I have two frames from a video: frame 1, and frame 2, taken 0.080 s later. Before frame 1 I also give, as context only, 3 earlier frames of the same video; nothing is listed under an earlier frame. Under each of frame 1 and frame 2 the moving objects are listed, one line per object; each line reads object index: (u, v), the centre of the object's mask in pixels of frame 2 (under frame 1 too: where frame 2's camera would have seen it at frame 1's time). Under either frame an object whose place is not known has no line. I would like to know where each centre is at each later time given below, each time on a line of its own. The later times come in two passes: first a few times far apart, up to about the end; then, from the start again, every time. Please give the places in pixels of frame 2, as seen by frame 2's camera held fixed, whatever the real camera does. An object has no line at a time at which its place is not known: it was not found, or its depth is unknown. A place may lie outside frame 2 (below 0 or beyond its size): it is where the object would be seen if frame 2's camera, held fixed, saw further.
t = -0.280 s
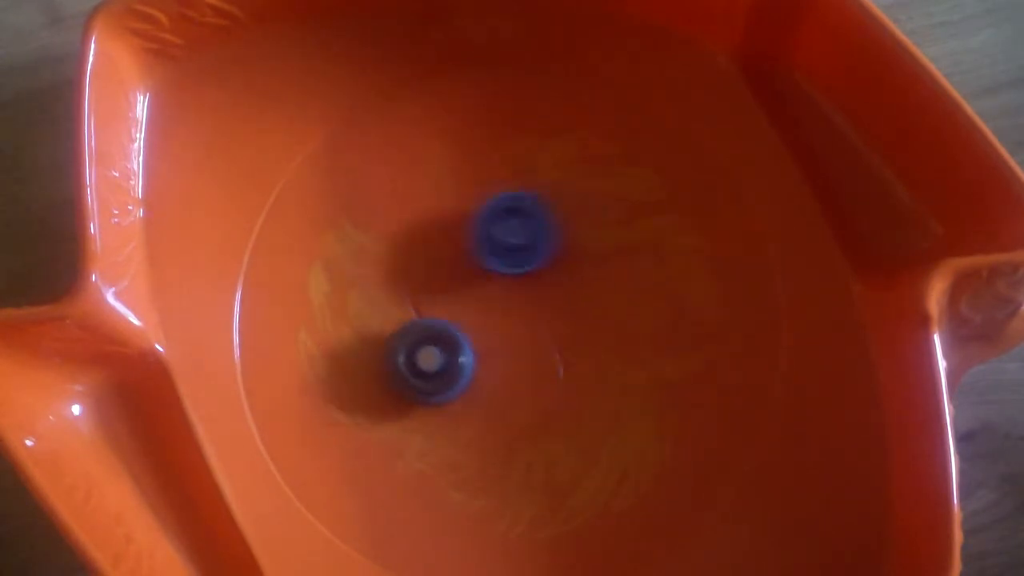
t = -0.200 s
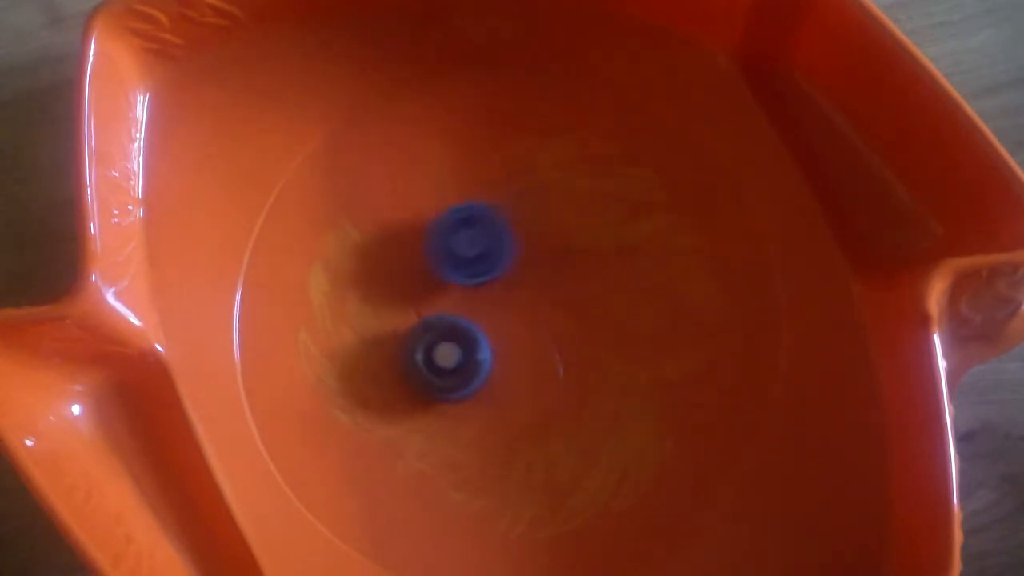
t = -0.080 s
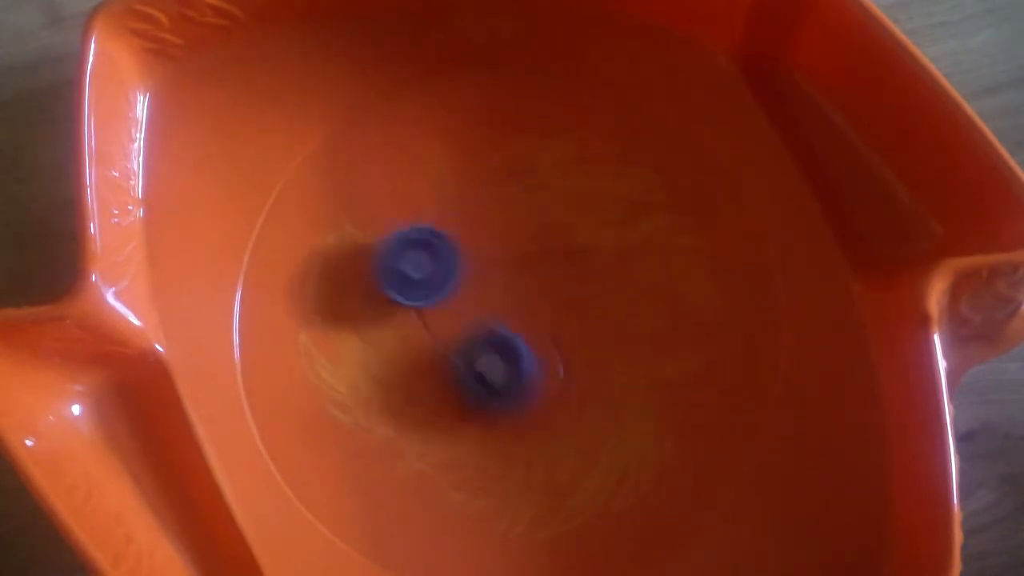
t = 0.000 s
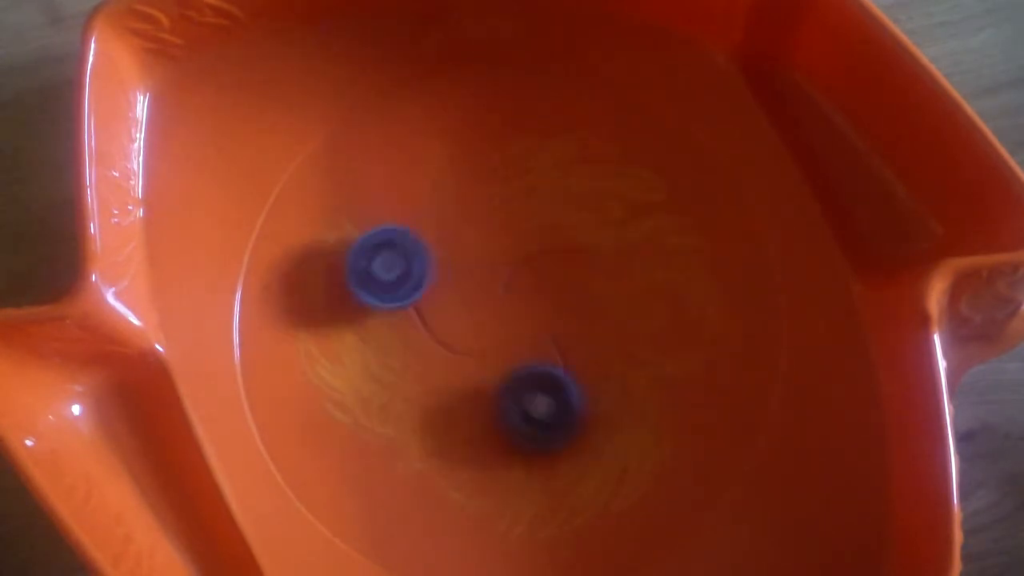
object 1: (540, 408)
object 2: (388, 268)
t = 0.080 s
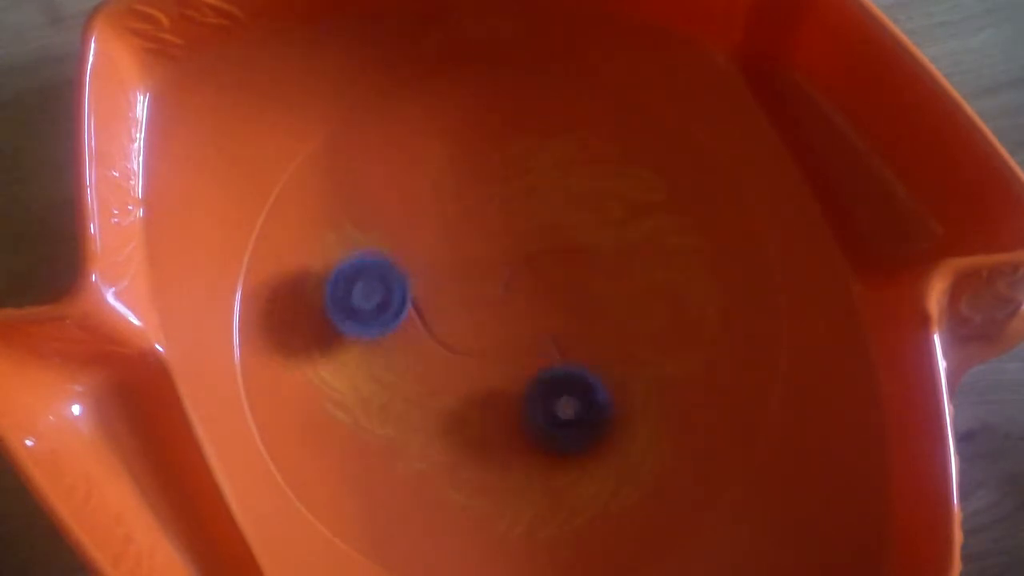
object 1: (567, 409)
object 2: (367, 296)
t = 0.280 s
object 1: (612, 359)
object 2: (395, 371)
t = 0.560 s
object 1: (614, 273)
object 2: (508, 344)
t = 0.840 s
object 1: (576, 187)
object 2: (493, 267)
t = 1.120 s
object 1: (513, 155)
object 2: (428, 298)
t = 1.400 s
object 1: (475, 151)
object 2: (462, 423)
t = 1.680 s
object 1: (446, 252)
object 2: (572, 404)
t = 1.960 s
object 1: (501, 358)
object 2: (564, 291)
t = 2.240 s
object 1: (573, 407)
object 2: (467, 242)
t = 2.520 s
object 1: (621, 384)
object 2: (412, 309)
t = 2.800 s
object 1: (717, 329)
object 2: (405, 347)
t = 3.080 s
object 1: (795, 251)
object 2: (330, 387)
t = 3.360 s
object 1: (685, 197)
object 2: (431, 389)
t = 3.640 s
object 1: (564, 204)
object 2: (498, 294)
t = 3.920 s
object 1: (529, 128)
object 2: (461, 308)
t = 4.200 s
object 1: (423, 162)
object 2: (475, 283)
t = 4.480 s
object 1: (360, 244)
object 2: (463, 265)
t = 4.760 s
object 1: (371, 339)
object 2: (479, 291)
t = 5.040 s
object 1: (437, 410)
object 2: (523, 293)
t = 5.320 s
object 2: (544, 278)
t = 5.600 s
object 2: (526, 293)
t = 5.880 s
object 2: (456, 288)
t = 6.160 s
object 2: (423, 321)
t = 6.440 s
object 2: (413, 304)
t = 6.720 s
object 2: (413, 298)
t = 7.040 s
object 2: (408, 382)
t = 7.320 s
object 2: (497, 376)
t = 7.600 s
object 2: (573, 377)
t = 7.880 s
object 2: (578, 287)
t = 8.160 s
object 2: (561, 275)
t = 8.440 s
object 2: (524, 306)
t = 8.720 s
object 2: (547, 362)
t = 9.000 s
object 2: (606, 350)
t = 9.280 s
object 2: (583, 308)
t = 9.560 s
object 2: (571, 258)
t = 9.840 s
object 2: (525, 209)
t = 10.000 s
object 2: (483, 218)
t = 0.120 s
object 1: (579, 401)
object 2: (364, 314)
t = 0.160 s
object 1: (589, 392)
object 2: (365, 331)
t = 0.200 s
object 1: (597, 382)
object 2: (370, 346)
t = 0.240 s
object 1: (605, 372)
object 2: (381, 361)
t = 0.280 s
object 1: (612, 359)
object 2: (395, 371)
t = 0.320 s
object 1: (618, 347)
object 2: (412, 378)
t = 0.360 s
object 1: (622, 335)
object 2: (429, 381)
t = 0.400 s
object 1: (624, 322)
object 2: (447, 379)
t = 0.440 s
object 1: (624, 310)
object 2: (463, 375)
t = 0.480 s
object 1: (622, 298)
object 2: (479, 367)
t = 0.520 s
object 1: (619, 285)
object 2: (495, 356)
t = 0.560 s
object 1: (614, 273)
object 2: (508, 344)
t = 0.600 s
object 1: (607, 263)
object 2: (518, 328)
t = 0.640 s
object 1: (598, 254)
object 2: (524, 312)
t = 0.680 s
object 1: (595, 238)
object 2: (521, 299)
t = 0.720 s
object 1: (601, 218)
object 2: (513, 291)
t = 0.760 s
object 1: (597, 206)
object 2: (506, 281)
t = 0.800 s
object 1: (587, 196)
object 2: (501, 272)
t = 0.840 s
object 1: (576, 187)
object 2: (493, 267)
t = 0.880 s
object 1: (564, 181)
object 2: (486, 263)
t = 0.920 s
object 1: (550, 179)
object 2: (479, 262)
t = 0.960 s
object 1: (538, 179)
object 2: (473, 261)
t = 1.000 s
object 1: (523, 180)
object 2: (467, 259)
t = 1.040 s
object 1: (512, 183)
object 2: (461, 260)
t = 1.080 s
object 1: (505, 179)
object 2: (447, 271)
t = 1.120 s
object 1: (513, 155)
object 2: (428, 298)
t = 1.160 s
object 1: (515, 141)
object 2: (419, 320)
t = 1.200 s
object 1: (513, 134)
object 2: (418, 339)
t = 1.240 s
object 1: (506, 133)
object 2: (420, 360)
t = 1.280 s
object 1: (498, 135)
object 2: (425, 380)
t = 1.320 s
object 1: (491, 139)
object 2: (434, 398)
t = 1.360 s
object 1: (484, 144)
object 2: (447, 413)
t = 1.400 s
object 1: (475, 151)
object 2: (462, 423)
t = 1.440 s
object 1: (467, 161)
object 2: (478, 428)
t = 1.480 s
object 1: (460, 173)
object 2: (494, 431)
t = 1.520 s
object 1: (452, 186)
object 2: (512, 433)
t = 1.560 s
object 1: (447, 202)
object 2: (529, 432)
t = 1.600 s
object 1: (444, 218)
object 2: (546, 427)
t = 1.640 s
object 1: (444, 235)
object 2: (561, 418)
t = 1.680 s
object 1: (446, 252)
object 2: (572, 404)
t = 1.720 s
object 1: (449, 268)
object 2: (581, 388)
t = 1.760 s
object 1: (454, 283)
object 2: (584, 370)
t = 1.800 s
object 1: (461, 299)
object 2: (584, 352)
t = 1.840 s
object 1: (470, 314)
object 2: (582, 334)
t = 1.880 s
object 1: (480, 328)
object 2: (577, 317)
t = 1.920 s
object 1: (491, 342)
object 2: (572, 303)
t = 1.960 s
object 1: (501, 358)
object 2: (564, 291)
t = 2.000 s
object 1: (514, 370)
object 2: (555, 280)
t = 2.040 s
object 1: (524, 380)
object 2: (544, 269)
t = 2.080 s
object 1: (535, 390)
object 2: (531, 260)
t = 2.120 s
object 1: (546, 399)
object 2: (519, 252)
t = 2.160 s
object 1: (555, 405)
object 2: (503, 248)
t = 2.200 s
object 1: (563, 406)
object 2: (485, 243)
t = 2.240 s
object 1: (573, 407)
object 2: (467, 242)
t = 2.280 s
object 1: (584, 409)
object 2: (451, 243)
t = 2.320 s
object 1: (592, 410)
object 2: (437, 248)
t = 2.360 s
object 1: (600, 408)
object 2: (424, 258)
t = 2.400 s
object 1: (609, 405)
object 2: (415, 268)
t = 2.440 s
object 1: (615, 400)
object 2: (409, 281)
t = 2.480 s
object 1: (619, 393)
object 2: (407, 293)
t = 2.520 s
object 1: (621, 384)
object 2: (412, 309)
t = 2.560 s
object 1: (619, 376)
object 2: (422, 325)
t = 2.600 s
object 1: (614, 366)
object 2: (440, 338)
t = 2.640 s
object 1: (607, 358)
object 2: (458, 350)
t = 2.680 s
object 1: (600, 350)
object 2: (478, 356)
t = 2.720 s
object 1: (590, 343)
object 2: (494, 355)
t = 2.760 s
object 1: (647, 335)
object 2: (455, 353)
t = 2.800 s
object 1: (717, 329)
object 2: (405, 347)
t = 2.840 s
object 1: (776, 319)
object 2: (370, 342)
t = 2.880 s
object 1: (801, 310)
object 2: (342, 341)
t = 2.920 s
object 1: (814, 301)
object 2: (327, 344)
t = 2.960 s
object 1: (815, 290)
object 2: (321, 353)
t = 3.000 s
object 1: (812, 279)
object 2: (321, 365)
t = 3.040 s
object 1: (805, 266)
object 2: (324, 376)
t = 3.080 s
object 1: (795, 251)
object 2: (330, 387)
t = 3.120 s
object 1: (785, 237)
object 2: (339, 397)
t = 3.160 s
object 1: (773, 225)
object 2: (351, 404)
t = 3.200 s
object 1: (756, 214)
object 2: (366, 407)
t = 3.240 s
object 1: (737, 207)
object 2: (380, 407)
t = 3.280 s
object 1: (721, 202)
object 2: (397, 403)
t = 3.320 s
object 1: (704, 199)
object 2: (414, 398)
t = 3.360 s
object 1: (685, 197)
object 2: (431, 389)
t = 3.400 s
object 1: (667, 196)
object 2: (446, 378)
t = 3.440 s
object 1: (649, 196)
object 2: (460, 364)
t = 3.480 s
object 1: (629, 199)
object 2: (473, 350)
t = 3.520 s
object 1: (610, 202)
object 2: (484, 337)
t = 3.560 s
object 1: (591, 206)
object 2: (495, 320)
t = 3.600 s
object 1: (571, 213)
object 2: (504, 301)
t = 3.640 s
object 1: (564, 204)
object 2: (498, 294)
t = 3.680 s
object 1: (578, 173)
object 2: (478, 301)
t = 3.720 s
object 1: (584, 152)
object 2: (465, 304)
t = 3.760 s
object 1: (583, 139)
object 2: (459, 305)
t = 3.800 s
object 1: (576, 131)
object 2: (456, 306)
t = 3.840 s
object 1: (562, 129)
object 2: (457, 308)
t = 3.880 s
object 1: (545, 128)
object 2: (459, 308)
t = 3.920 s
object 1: (529, 128)
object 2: (461, 308)
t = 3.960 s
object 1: (513, 129)
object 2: (465, 307)
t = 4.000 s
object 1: (497, 132)
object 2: (470, 305)
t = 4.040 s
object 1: (482, 135)
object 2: (472, 301)
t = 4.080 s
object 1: (467, 140)
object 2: (474, 297)
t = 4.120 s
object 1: (452, 146)
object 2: (476, 292)
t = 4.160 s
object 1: (438, 153)
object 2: (475, 287)
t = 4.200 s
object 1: (423, 162)
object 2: (475, 283)
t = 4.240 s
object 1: (410, 173)
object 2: (474, 278)
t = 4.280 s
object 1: (400, 183)
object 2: (474, 274)
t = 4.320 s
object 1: (388, 194)
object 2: (471, 271)
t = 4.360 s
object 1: (379, 206)
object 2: (469, 267)
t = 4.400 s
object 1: (371, 218)
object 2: (467, 265)
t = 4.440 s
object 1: (365, 231)
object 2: (465, 264)
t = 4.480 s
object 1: (360, 244)
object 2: (463, 265)
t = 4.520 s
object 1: (357, 259)
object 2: (461, 267)
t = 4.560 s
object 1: (356, 272)
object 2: (460, 271)
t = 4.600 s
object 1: (356, 286)
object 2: (461, 275)
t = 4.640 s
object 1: (358, 299)
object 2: (463, 280)
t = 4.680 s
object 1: (361, 312)
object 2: (468, 284)
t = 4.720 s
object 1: (366, 326)
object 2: (473, 288)
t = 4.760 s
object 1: (371, 339)
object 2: (479, 291)
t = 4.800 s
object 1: (378, 351)
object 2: (485, 293)
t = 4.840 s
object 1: (386, 363)
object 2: (491, 295)
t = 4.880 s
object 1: (395, 374)
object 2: (498, 296)
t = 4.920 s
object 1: (404, 385)
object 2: (506, 296)
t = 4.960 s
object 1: (414, 394)
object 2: (512, 296)
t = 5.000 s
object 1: (425, 403)
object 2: (518, 294)
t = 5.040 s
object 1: (437, 410)
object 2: (523, 293)
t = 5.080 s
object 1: (448, 416)
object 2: (528, 291)
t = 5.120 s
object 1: (461, 421)
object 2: (532, 289)
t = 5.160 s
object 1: (472, 424)
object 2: (536, 287)
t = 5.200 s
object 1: (486, 427)
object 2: (539, 284)
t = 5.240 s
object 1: (499, 428)
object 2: (542, 282)
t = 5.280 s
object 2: (544, 280)
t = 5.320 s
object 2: (544, 278)
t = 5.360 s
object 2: (543, 278)
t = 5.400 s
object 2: (540, 277)
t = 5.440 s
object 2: (537, 278)
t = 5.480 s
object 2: (533, 281)
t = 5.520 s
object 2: (530, 284)
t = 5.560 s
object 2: (528, 288)
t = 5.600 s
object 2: (526, 293)
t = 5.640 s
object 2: (525, 299)
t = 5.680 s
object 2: (525, 305)
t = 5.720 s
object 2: (515, 304)
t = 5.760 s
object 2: (493, 292)
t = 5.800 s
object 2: (478, 288)
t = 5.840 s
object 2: (466, 287)
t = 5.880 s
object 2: (456, 288)
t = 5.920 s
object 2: (447, 290)
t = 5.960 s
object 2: (440, 295)
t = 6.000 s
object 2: (434, 300)
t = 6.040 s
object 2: (431, 307)
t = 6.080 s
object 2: (429, 314)
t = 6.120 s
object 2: (428, 319)
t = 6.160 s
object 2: (423, 321)
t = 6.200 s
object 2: (423, 321)
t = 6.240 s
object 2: (427, 321)
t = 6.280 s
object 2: (425, 320)
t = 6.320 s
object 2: (419, 316)
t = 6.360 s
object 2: (420, 311)
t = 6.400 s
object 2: (419, 307)
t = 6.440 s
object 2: (413, 304)
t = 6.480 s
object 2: (411, 301)
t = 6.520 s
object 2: (414, 301)
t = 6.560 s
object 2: (411, 298)
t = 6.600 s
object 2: (408, 295)
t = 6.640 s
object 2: (410, 294)
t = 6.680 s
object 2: (407, 293)
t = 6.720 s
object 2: (413, 298)
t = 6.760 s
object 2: (415, 307)
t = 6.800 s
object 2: (395, 318)
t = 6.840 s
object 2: (386, 329)
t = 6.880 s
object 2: (384, 342)
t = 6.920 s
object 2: (387, 354)
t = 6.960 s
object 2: (392, 365)
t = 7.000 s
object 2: (399, 374)
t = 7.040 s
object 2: (408, 382)
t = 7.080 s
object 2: (420, 388)
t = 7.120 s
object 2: (432, 391)
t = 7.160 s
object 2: (445, 392)
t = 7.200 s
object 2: (459, 391)
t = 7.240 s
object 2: (471, 388)
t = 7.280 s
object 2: (485, 383)
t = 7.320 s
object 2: (497, 376)
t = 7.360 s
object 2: (507, 387)
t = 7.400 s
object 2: (518, 396)
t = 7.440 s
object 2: (530, 398)
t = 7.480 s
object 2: (541, 397)
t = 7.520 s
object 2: (554, 393)
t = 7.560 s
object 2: (564, 388)
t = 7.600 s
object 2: (573, 377)
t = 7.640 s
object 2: (579, 366)
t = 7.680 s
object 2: (584, 353)
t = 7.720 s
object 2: (587, 340)
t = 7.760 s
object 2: (589, 326)
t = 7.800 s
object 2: (588, 312)
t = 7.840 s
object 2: (584, 299)
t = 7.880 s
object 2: (578, 287)
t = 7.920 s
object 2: (571, 277)
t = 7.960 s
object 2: (563, 268)
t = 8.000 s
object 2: (569, 273)
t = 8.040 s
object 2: (571, 276)
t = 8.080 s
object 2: (570, 276)
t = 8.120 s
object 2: (566, 275)
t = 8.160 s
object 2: (561, 275)
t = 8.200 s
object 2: (555, 276)
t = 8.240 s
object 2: (549, 279)
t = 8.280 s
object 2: (543, 283)
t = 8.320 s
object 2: (538, 287)
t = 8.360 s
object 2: (533, 293)
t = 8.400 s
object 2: (528, 299)
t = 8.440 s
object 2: (524, 306)
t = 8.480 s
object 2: (520, 313)
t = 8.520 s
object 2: (516, 320)
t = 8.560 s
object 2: (513, 327)
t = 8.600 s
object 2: (511, 335)
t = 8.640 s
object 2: (509, 343)
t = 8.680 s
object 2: (528, 354)
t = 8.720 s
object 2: (547, 362)
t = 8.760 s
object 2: (563, 368)
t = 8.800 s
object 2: (571, 367)
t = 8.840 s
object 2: (579, 364)
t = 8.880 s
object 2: (587, 362)
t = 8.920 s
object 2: (595, 359)
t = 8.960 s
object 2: (601, 355)
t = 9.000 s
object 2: (606, 350)
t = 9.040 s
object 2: (609, 344)
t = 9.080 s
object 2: (610, 338)
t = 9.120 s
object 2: (609, 331)
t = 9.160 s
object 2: (606, 325)
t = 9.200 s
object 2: (600, 319)
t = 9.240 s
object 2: (592, 313)
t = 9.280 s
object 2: (583, 308)
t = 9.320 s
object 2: (572, 305)
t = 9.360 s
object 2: (562, 304)
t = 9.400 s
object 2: (550, 305)
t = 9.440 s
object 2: (538, 306)
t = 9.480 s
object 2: (538, 297)
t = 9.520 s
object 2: (559, 275)
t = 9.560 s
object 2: (571, 258)
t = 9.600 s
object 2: (575, 245)
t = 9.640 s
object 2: (573, 236)
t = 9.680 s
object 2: (566, 230)
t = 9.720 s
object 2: (556, 224)
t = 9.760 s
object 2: (546, 217)
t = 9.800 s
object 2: (536, 213)
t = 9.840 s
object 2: (525, 209)
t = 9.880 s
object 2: (514, 209)
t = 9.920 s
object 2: (503, 211)
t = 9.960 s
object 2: (493, 213)
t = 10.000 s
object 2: (483, 218)
